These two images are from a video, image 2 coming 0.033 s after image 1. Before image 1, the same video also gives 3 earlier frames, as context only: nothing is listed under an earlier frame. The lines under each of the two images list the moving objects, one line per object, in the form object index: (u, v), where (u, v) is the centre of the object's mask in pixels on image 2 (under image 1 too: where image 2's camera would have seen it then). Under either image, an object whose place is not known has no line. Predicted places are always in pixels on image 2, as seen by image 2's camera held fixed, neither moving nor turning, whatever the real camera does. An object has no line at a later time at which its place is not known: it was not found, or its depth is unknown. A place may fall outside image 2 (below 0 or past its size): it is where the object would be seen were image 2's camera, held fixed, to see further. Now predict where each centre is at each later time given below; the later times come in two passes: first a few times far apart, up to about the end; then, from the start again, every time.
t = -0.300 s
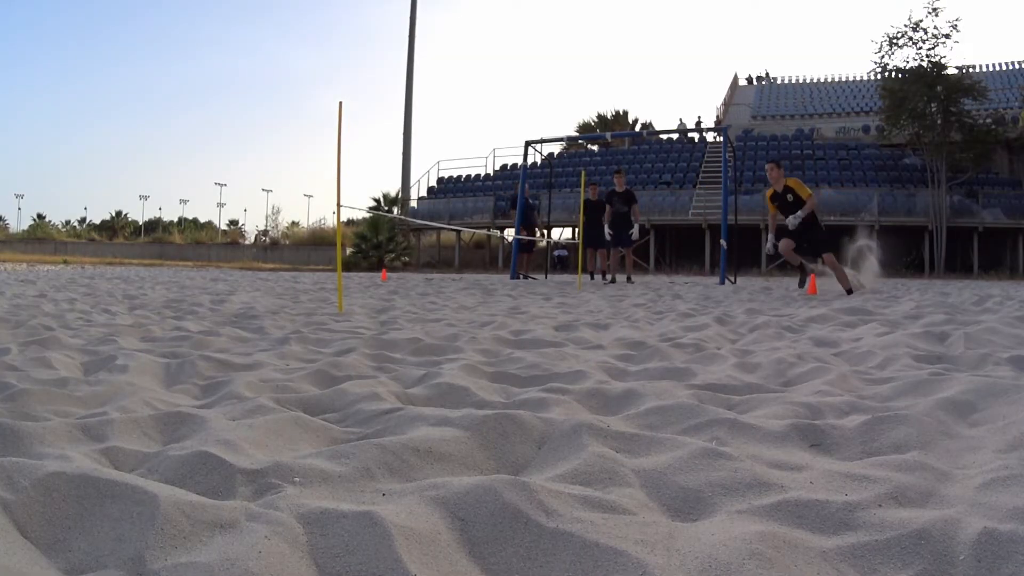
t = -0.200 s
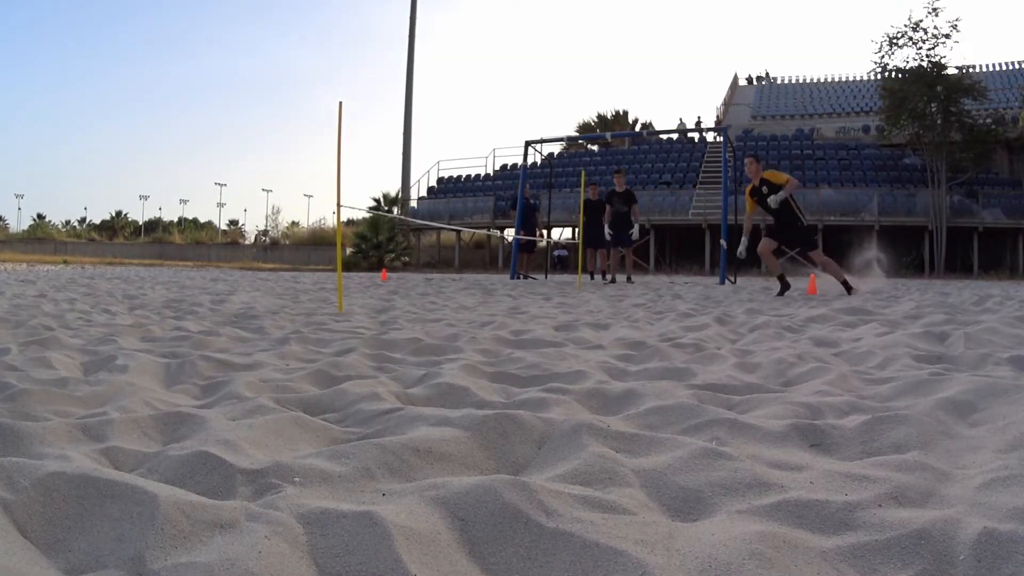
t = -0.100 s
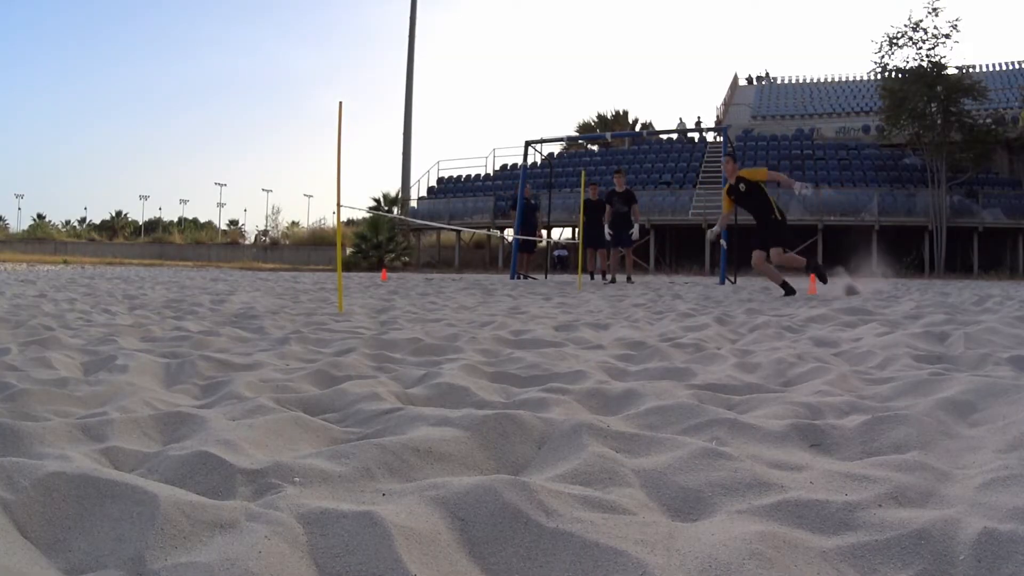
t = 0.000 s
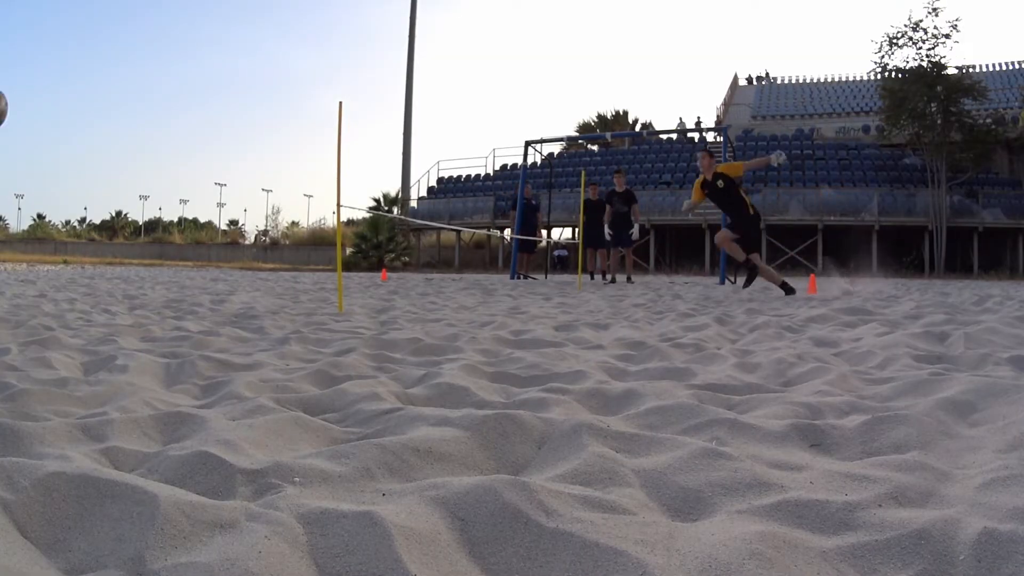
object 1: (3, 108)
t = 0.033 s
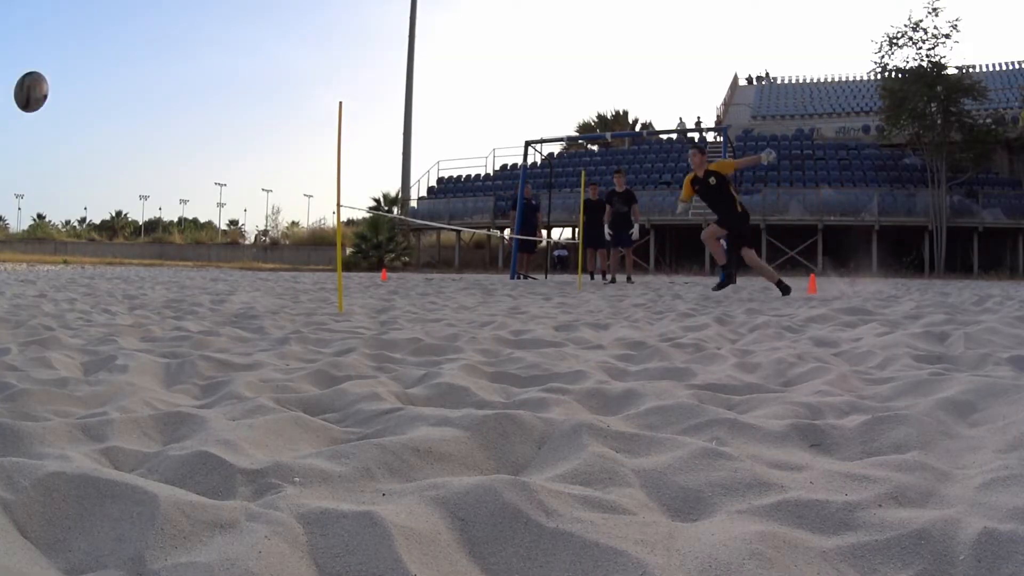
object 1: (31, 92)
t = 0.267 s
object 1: (265, 55)
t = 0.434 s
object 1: (374, 83)
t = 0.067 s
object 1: (70, 78)
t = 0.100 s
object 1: (108, 67)
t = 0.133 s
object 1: (144, 60)
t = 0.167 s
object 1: (177, 55)
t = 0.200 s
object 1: (208, 53)
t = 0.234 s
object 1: (238, 53)
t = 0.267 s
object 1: (265, 55)
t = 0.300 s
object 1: (290, 58)
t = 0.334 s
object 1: (313, 63)
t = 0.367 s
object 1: (335, 69)
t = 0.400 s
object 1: (355, 76)
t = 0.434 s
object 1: (374, 83)
